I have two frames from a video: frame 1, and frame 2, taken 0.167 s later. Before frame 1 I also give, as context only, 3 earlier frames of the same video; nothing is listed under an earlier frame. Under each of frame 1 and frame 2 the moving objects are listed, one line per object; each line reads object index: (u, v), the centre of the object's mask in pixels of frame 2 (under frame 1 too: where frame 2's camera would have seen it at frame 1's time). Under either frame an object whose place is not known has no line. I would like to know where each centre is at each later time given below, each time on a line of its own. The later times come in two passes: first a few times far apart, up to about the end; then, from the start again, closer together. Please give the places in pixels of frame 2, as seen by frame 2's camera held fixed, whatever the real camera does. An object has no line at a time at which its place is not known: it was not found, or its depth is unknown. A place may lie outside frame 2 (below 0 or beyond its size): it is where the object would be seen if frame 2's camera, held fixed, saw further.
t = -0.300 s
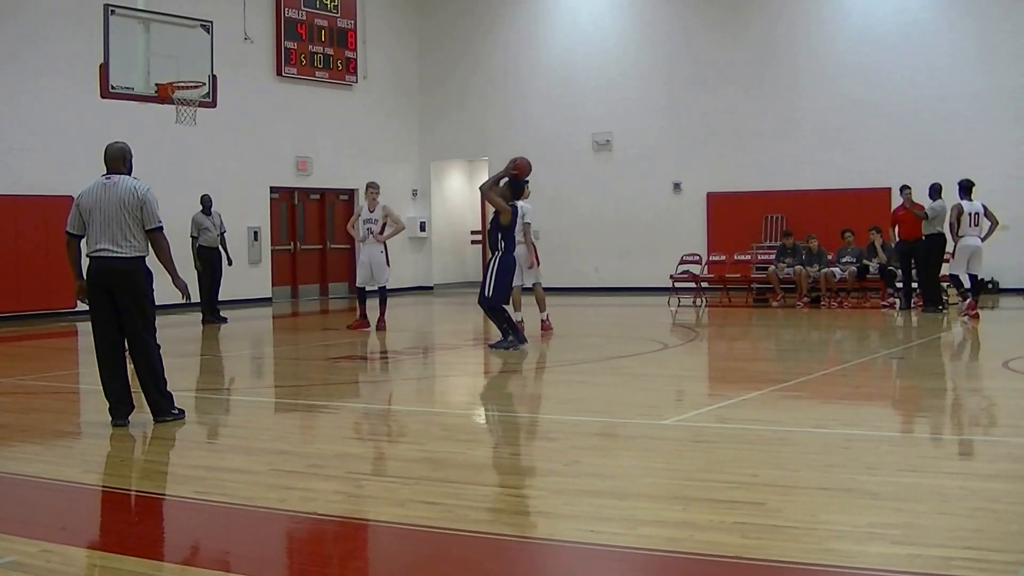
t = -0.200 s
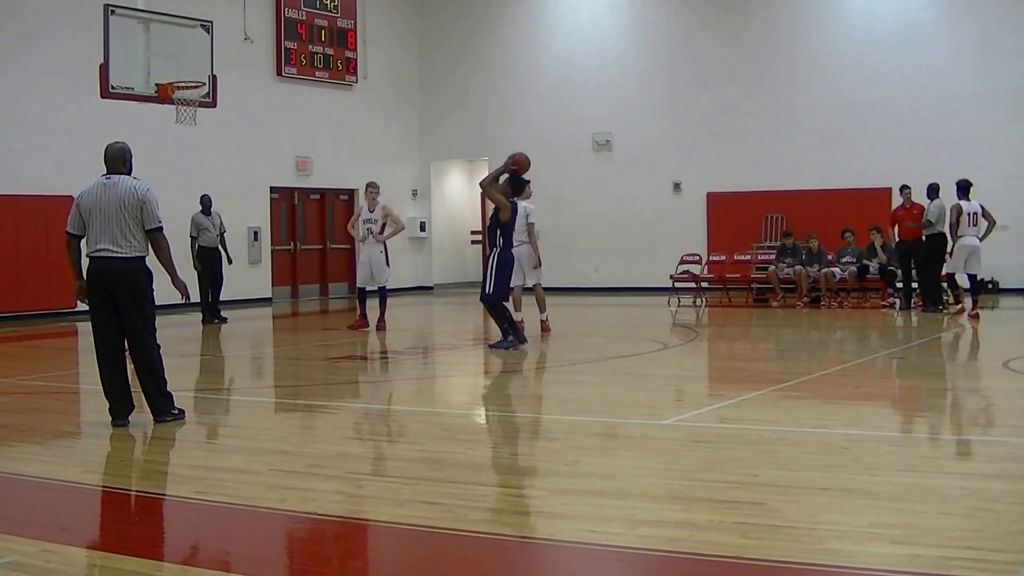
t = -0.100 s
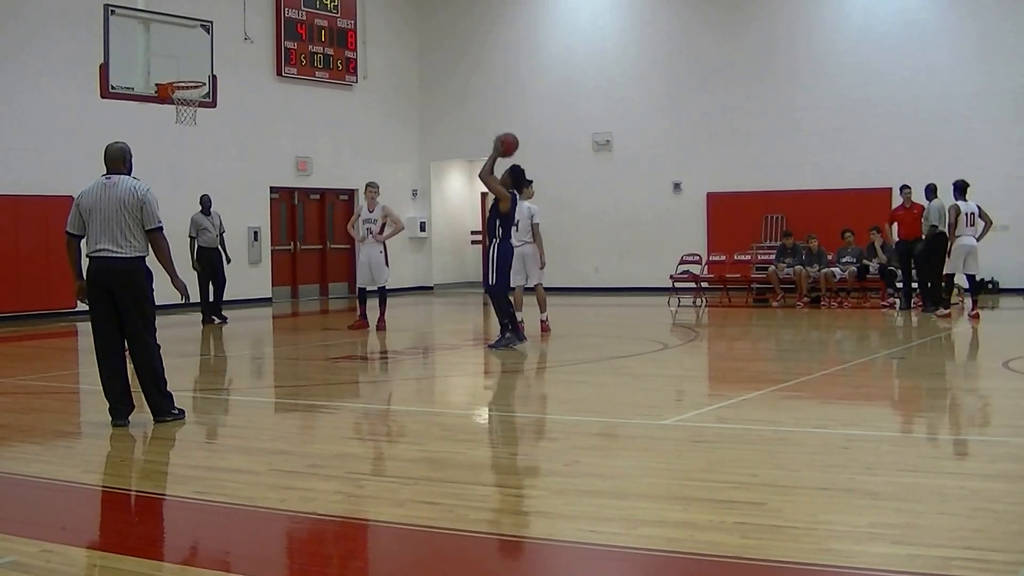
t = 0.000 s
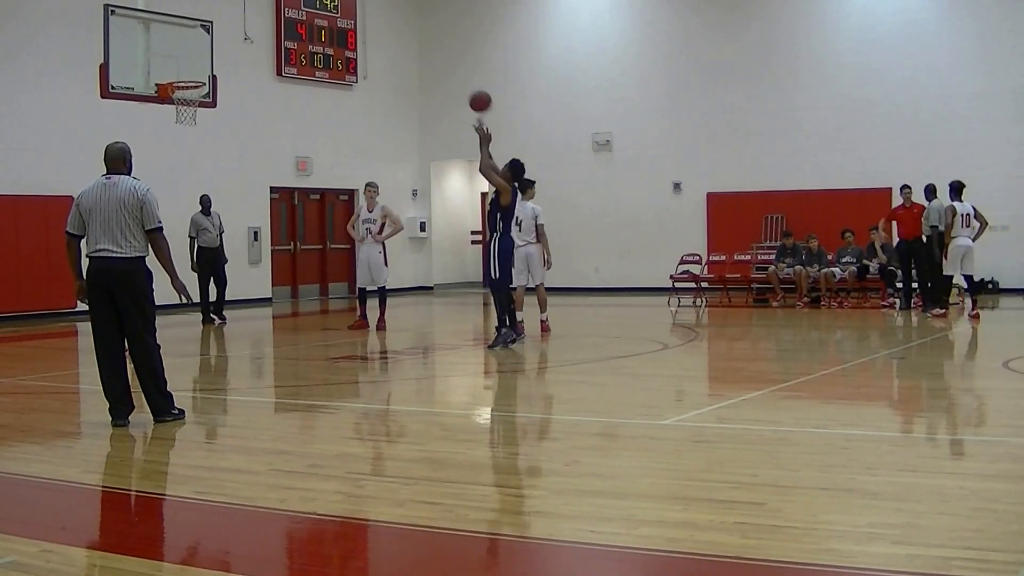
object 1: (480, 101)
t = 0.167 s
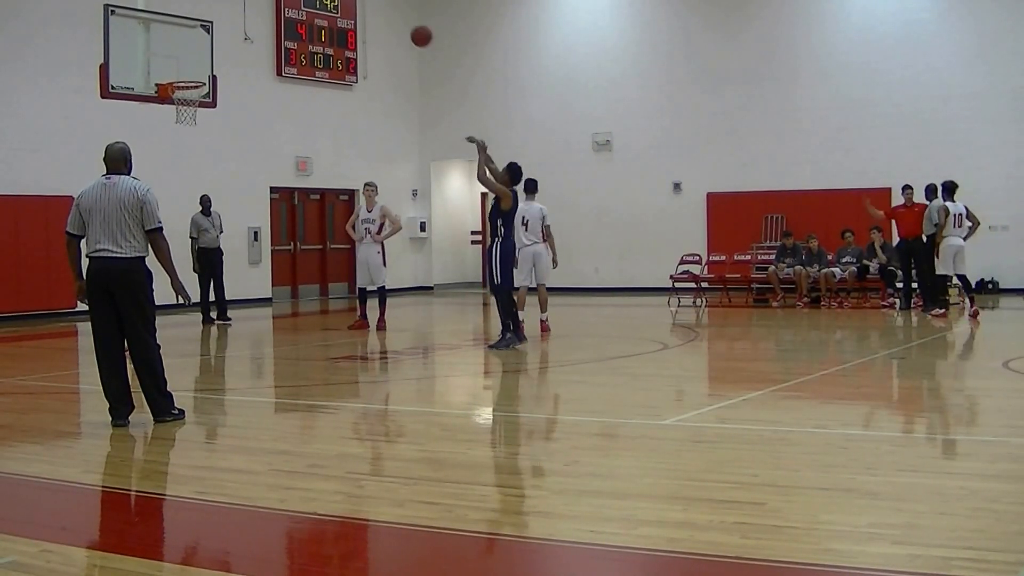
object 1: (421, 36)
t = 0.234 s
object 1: (399, 18)
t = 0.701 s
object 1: (258, 6)
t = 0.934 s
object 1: (197, 64)
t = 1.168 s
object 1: (167, 119)
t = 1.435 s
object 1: (162, 198)
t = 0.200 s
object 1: (410, 26)
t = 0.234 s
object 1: (399, 18)
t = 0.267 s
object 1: (388, 10)
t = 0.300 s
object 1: (377, 7)
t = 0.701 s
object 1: (258, 6)
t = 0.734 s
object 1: (249, 11)
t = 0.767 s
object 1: (240, 18)
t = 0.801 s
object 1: (231, 25)
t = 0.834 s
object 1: (223, 34)
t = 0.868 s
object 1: (214, 43)
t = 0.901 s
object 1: (205, 53)
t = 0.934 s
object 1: (197, 64)
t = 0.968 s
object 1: (189, 75)
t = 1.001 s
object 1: (180, 88)
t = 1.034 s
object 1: (173, 99)
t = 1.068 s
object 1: (170, 103)
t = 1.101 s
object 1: (169, 110)
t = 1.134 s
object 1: (168, 113)
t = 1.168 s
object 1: (167, 119)
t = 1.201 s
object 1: (166, 126)
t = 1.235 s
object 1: (165, 134)
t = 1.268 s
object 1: (164, 142)
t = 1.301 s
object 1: (164, 152)
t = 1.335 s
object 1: (163, 162)
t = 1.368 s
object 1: (162, 173)
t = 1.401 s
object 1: (161, 186)
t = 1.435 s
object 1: (162, 198)
